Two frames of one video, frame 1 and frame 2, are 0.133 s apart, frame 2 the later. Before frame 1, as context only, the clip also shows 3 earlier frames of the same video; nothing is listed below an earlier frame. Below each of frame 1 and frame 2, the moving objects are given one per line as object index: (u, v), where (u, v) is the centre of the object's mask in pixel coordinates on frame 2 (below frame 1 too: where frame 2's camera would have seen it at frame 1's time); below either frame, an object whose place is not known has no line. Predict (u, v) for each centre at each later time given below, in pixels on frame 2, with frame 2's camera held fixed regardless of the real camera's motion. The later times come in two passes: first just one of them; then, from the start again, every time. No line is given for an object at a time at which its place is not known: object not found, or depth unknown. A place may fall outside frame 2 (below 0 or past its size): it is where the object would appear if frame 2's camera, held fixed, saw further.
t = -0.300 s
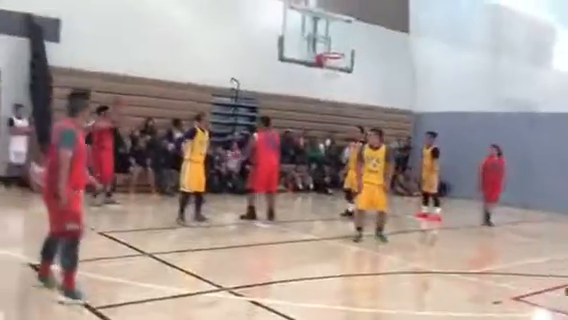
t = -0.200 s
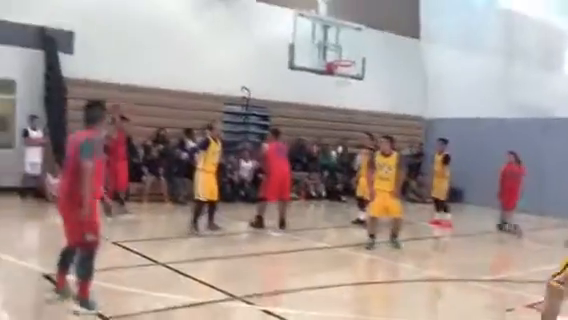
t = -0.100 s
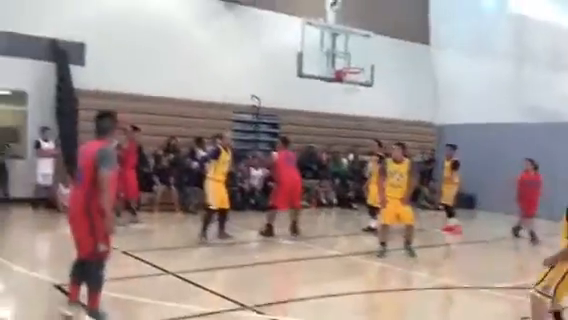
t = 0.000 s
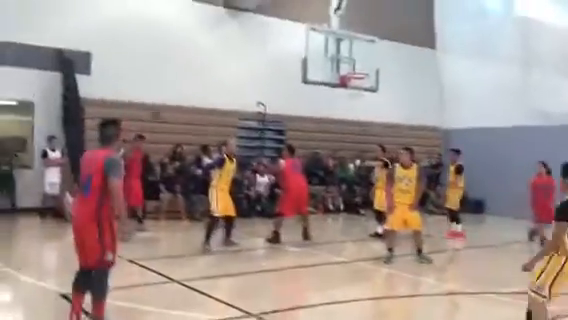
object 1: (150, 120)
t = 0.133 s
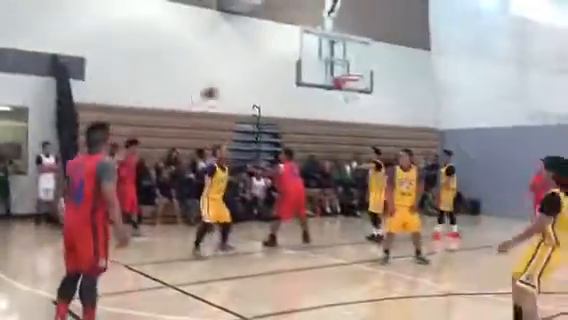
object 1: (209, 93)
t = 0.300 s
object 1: (284, 78)
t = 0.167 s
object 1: (225, 89)
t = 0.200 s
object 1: (240, 85)
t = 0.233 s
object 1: (255, 82)
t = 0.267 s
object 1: (269, 79)
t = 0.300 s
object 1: (284, 78)
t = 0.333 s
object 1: (299, 77)
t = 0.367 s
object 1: (313, 75)
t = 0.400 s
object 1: (328, 75)
